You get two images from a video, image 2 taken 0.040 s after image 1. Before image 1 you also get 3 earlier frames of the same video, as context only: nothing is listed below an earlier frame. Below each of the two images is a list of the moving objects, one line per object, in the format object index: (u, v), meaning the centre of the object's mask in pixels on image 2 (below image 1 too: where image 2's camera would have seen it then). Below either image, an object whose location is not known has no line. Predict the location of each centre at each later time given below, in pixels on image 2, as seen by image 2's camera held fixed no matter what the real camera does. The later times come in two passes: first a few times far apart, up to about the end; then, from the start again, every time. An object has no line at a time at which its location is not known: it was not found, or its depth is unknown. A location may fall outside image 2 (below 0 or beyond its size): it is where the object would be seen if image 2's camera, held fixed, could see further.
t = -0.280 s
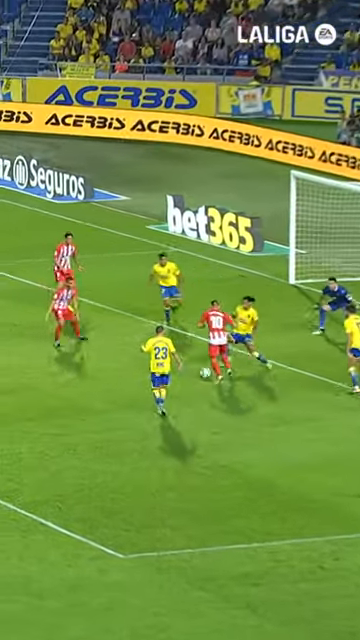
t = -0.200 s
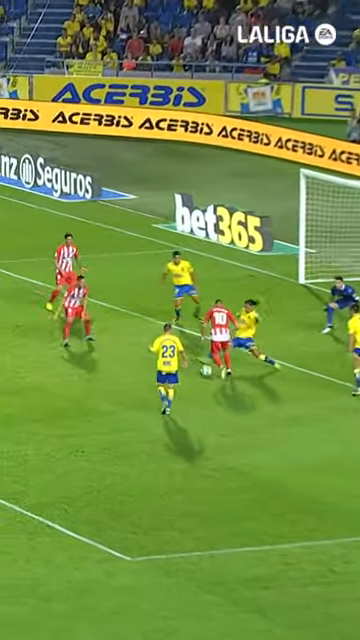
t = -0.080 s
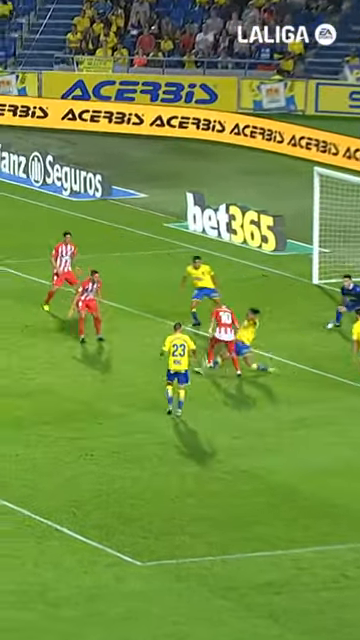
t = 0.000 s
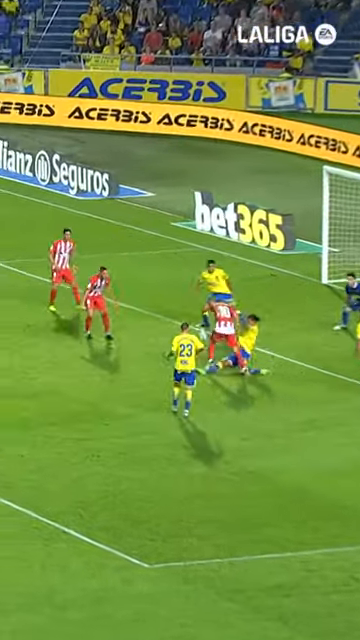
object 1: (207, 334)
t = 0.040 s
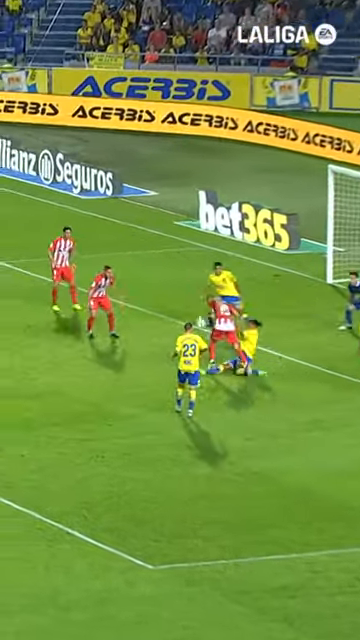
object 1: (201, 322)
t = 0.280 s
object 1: (163, 269)
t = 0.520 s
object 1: (125, 244)
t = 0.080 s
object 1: (194, 312)
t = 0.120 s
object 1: (188, 301)
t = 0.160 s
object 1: (182, 292)
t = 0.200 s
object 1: (177, 283)
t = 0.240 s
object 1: (171, 276)
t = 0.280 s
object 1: (163, 269)
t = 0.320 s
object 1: (156, 262)
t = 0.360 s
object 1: (150, 256)
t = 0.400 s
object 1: (144, 252)
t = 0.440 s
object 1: (138, 249)
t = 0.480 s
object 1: (131, 246)
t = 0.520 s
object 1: (125, 244)
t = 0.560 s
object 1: (118, 243)
